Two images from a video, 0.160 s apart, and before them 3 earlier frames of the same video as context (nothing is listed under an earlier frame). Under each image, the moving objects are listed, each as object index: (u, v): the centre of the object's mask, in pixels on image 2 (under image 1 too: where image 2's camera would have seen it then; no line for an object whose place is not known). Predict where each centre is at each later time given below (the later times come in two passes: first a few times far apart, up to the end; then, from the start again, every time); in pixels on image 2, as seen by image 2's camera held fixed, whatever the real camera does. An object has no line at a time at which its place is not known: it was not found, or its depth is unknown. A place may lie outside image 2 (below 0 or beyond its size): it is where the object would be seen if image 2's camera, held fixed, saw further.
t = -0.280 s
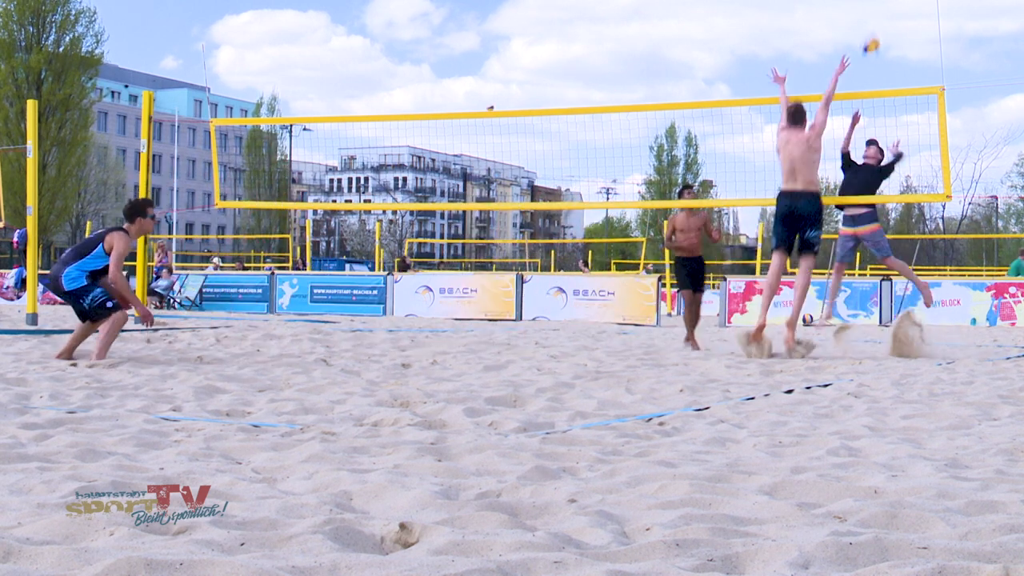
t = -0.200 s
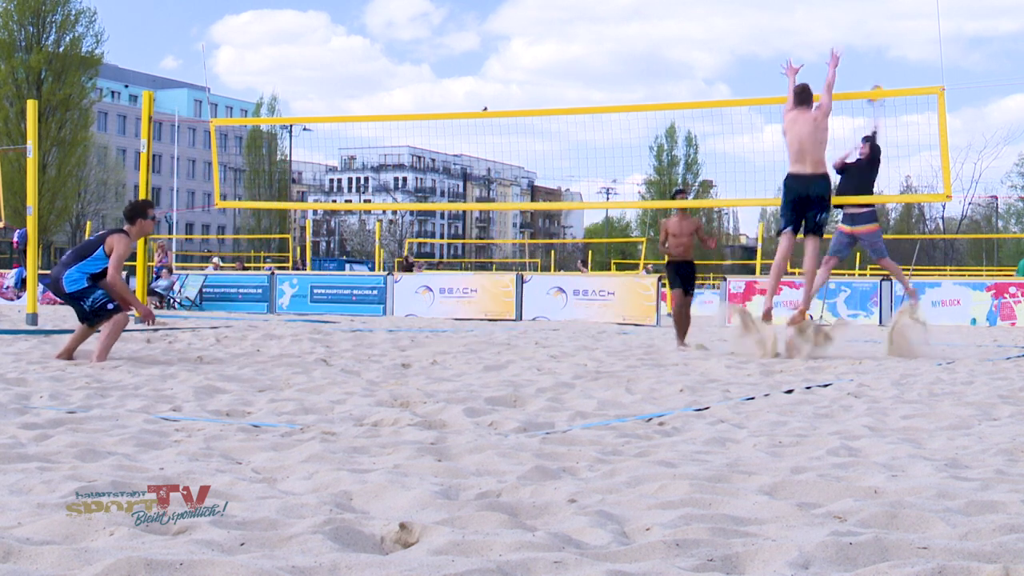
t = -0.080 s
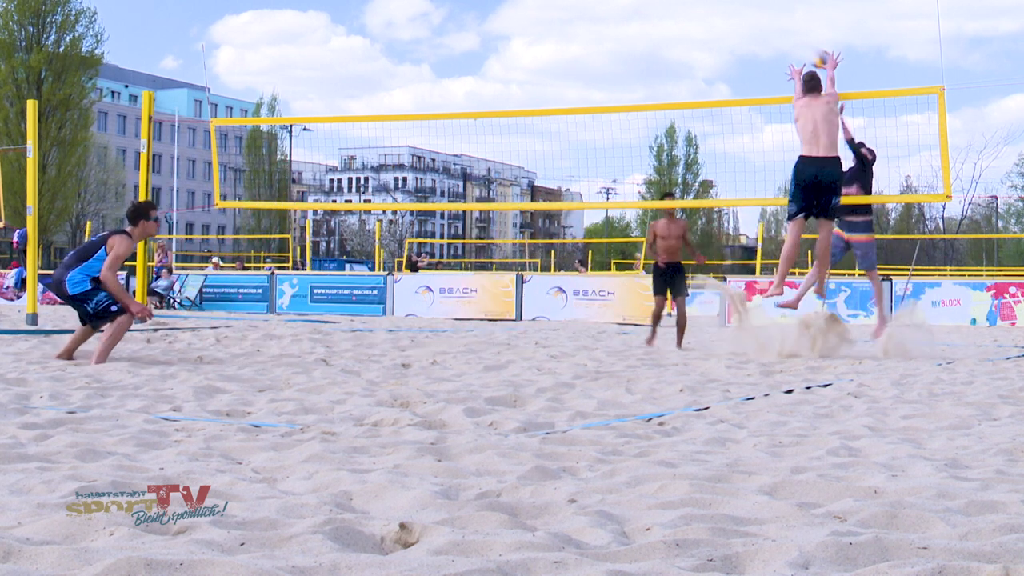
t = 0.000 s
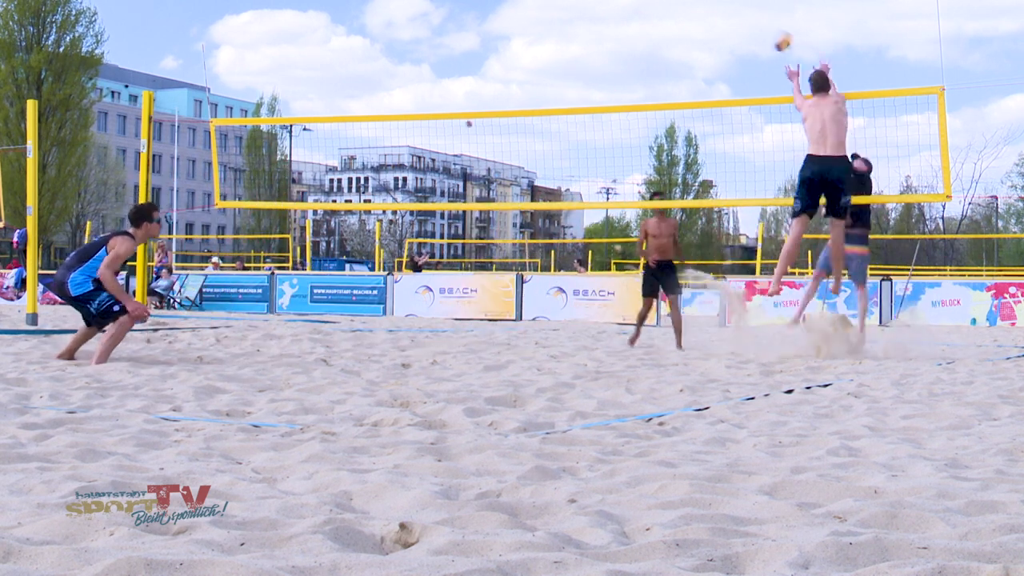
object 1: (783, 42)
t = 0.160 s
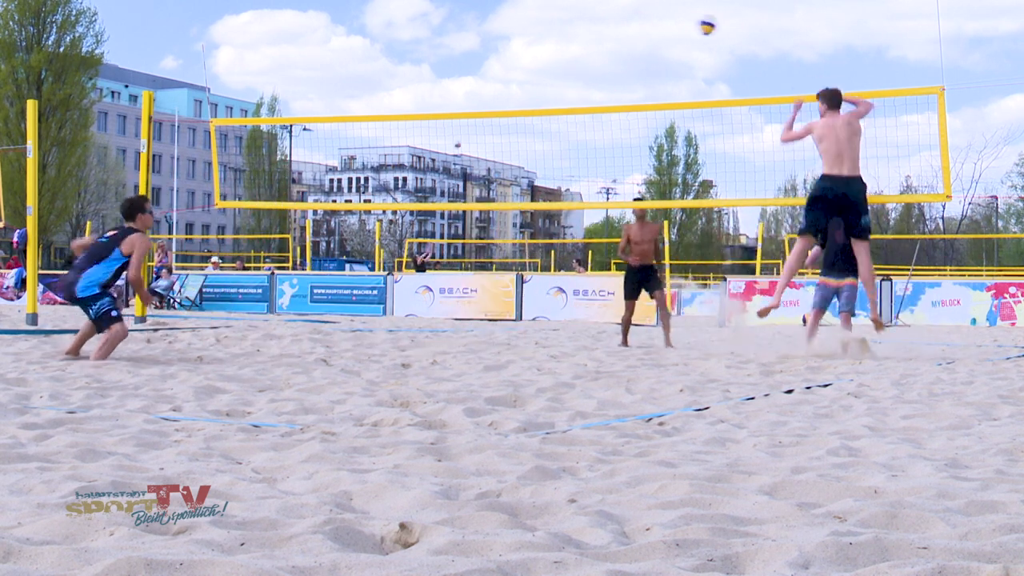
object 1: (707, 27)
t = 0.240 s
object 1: (669, 27)
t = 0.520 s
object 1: (537, 83)
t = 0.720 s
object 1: (442, 170)
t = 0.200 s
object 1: (689, 26)
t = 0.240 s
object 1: (669, 27)
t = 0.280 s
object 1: (650, 30)
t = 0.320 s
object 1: (631, 34)
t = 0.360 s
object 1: (612, 41)
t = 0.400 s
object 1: (593, 50)
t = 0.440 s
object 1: (575, 59)
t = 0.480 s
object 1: (556, 70)
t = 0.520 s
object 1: (537, 83)
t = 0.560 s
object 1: (517, 97)
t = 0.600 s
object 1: (498, 114)
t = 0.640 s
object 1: (480, 131)
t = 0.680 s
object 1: (461, 150)
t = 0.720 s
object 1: (442, 170)
